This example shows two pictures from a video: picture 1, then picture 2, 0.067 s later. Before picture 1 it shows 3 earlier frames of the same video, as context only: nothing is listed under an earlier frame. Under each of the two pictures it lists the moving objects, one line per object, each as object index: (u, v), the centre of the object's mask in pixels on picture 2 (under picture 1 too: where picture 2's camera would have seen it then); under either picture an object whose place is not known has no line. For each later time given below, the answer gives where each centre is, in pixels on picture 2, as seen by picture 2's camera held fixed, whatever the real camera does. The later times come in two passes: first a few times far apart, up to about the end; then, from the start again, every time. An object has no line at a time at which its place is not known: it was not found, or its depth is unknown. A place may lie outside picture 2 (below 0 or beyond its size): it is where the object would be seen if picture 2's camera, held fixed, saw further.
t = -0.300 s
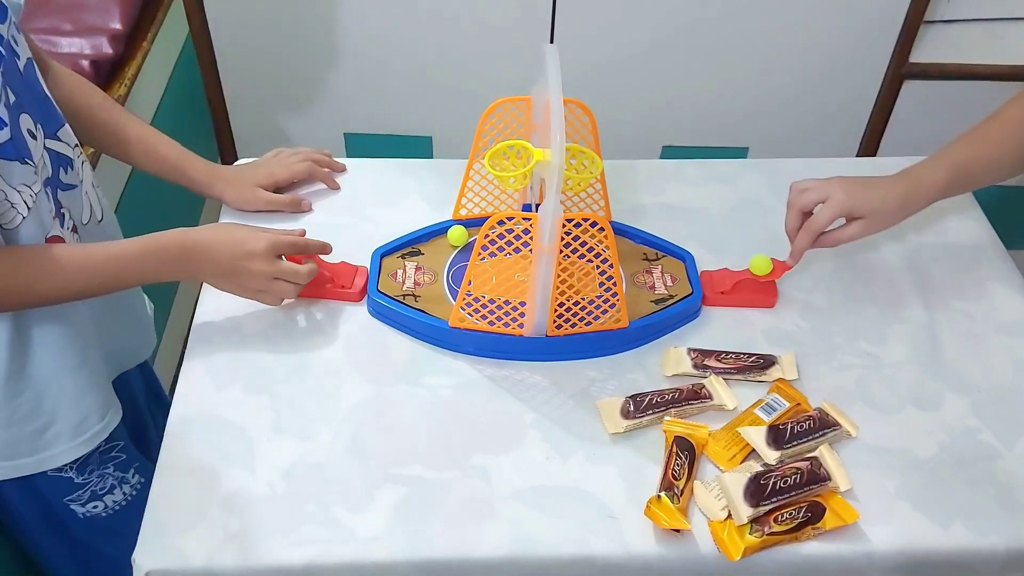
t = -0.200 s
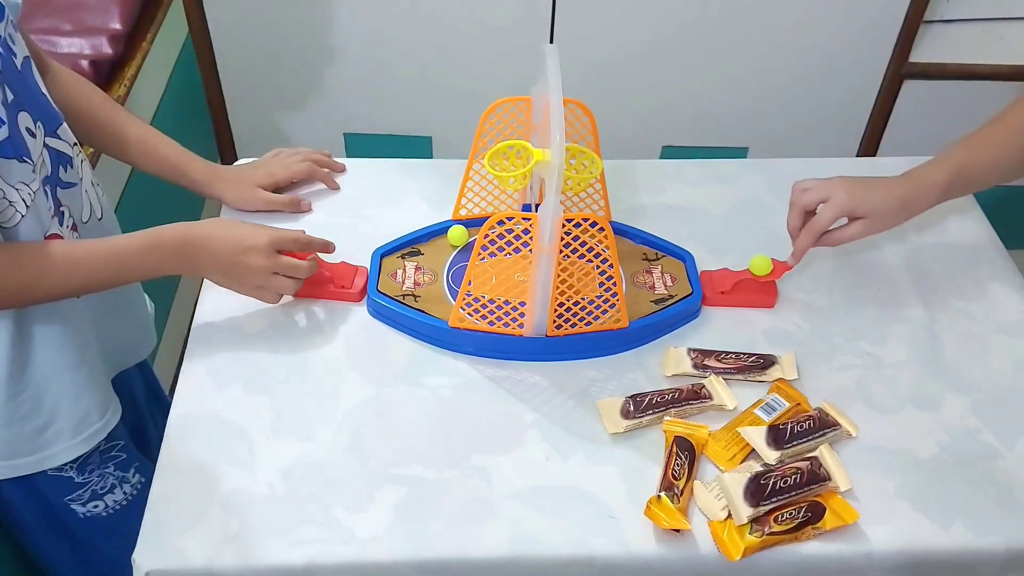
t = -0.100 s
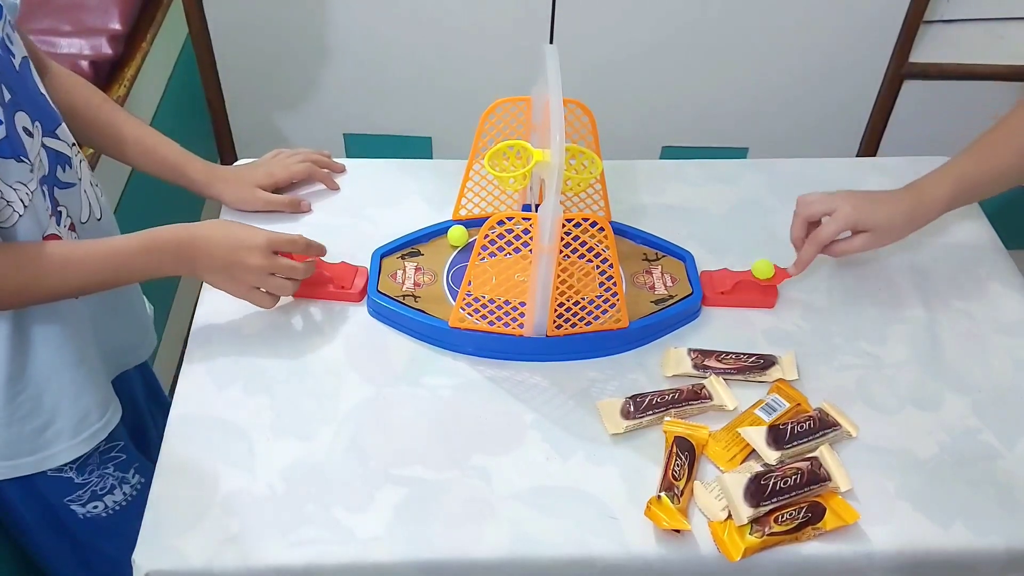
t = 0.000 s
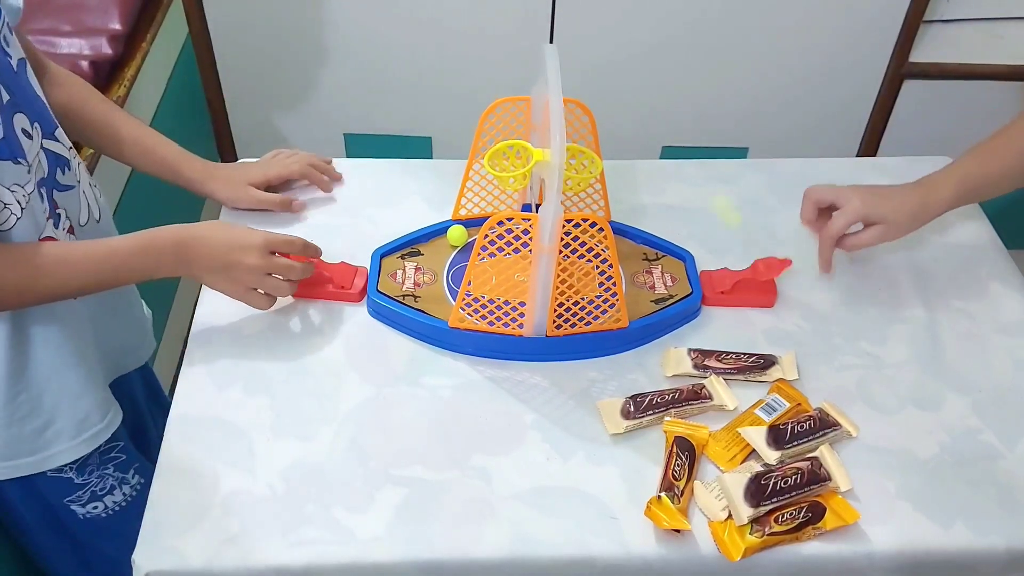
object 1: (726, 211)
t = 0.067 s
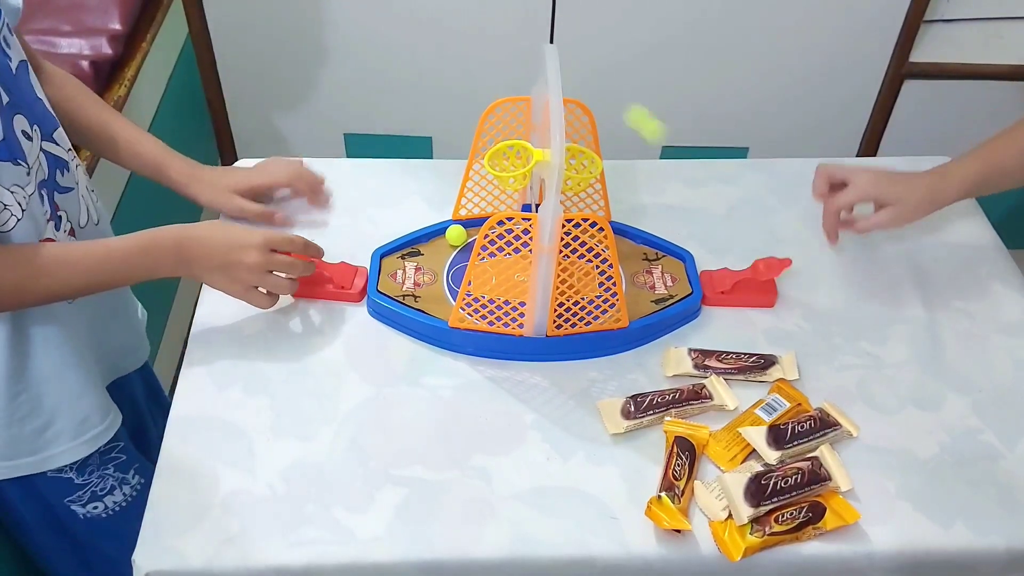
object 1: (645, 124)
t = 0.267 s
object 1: (574, 27)
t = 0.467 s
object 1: (668, 151)
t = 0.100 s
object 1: (597, 90)
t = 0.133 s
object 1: (574, 56)
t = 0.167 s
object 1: (576, 28)
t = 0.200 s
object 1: (577, 15)
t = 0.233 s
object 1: (576, 15)
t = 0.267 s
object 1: (574, 27)
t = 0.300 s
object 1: (571, 54)
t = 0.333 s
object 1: (582, 69)
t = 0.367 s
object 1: (608, 72)
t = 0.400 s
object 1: (631, 87)
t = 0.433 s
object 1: (652, 115)
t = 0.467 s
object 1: (668, 151)
